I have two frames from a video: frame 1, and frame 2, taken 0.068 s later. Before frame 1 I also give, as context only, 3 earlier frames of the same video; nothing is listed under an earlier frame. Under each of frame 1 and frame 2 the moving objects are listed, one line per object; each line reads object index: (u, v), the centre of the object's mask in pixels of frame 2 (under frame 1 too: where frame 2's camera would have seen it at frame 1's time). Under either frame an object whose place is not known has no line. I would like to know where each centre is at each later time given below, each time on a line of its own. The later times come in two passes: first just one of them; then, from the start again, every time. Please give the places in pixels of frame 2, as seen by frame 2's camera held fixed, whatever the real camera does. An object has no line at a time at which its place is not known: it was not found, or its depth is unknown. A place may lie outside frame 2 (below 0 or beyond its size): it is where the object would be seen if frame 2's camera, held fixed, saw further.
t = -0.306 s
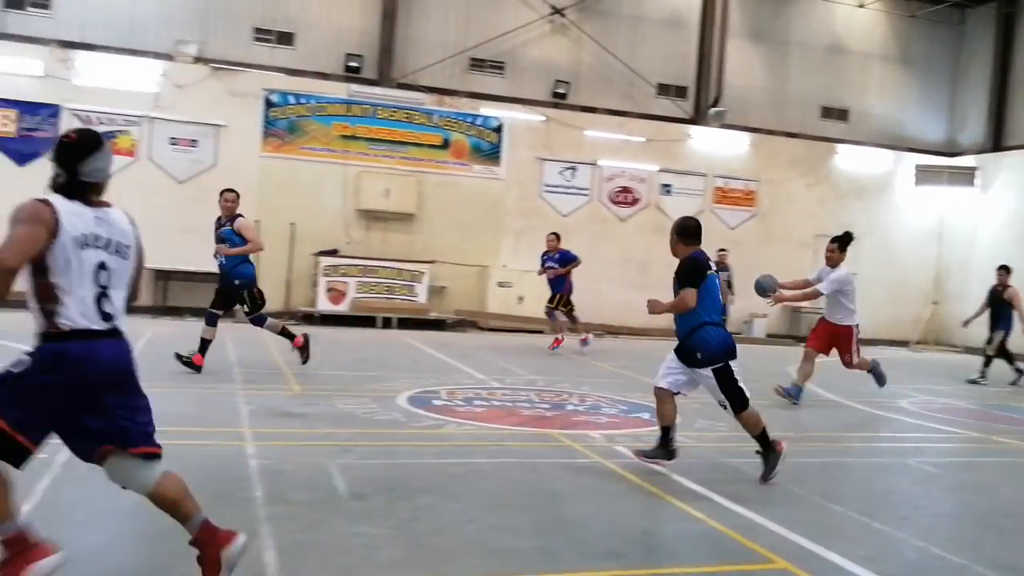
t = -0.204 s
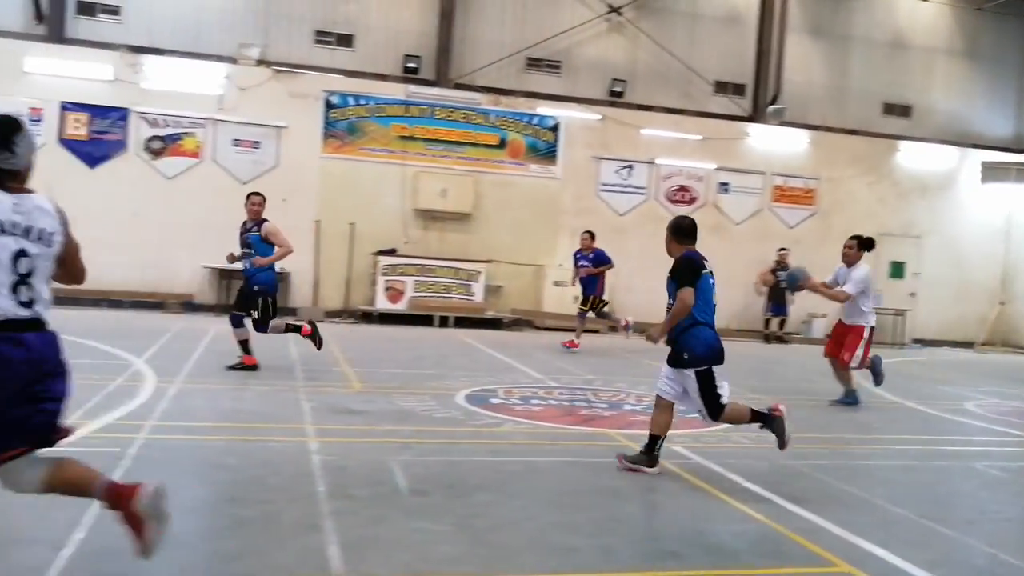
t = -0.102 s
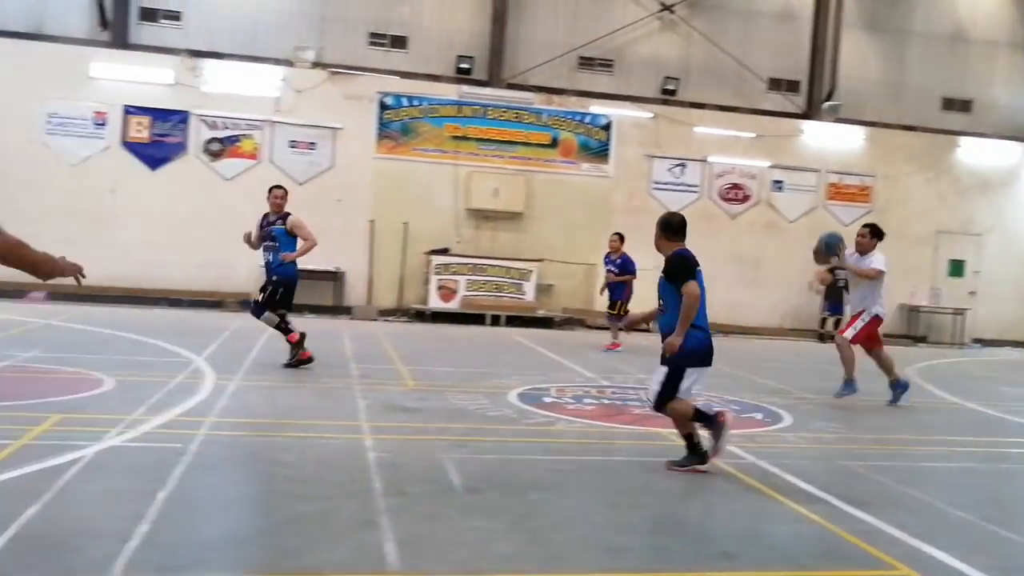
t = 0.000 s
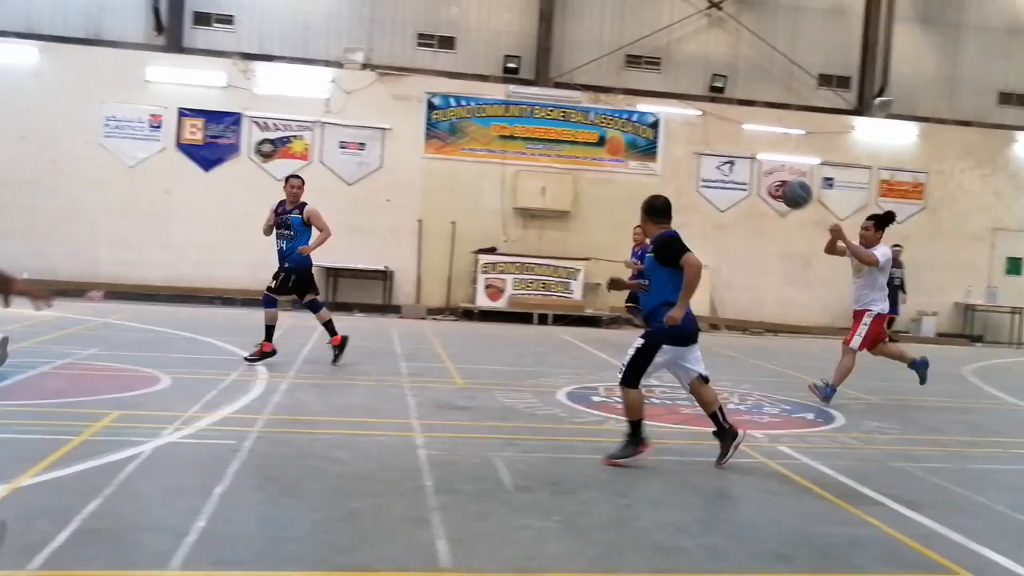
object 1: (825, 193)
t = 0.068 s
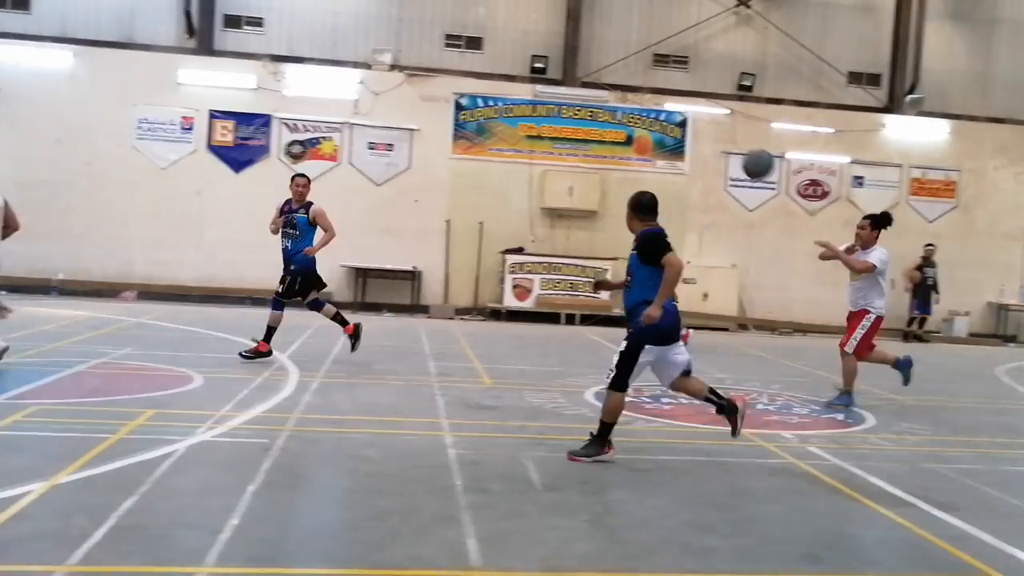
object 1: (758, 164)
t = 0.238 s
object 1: (563, 104)
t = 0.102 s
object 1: (723, 150)
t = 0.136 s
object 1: (687, 138)
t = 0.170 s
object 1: (649, 128)
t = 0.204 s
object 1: (607, 114)
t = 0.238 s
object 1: (563, 104)
